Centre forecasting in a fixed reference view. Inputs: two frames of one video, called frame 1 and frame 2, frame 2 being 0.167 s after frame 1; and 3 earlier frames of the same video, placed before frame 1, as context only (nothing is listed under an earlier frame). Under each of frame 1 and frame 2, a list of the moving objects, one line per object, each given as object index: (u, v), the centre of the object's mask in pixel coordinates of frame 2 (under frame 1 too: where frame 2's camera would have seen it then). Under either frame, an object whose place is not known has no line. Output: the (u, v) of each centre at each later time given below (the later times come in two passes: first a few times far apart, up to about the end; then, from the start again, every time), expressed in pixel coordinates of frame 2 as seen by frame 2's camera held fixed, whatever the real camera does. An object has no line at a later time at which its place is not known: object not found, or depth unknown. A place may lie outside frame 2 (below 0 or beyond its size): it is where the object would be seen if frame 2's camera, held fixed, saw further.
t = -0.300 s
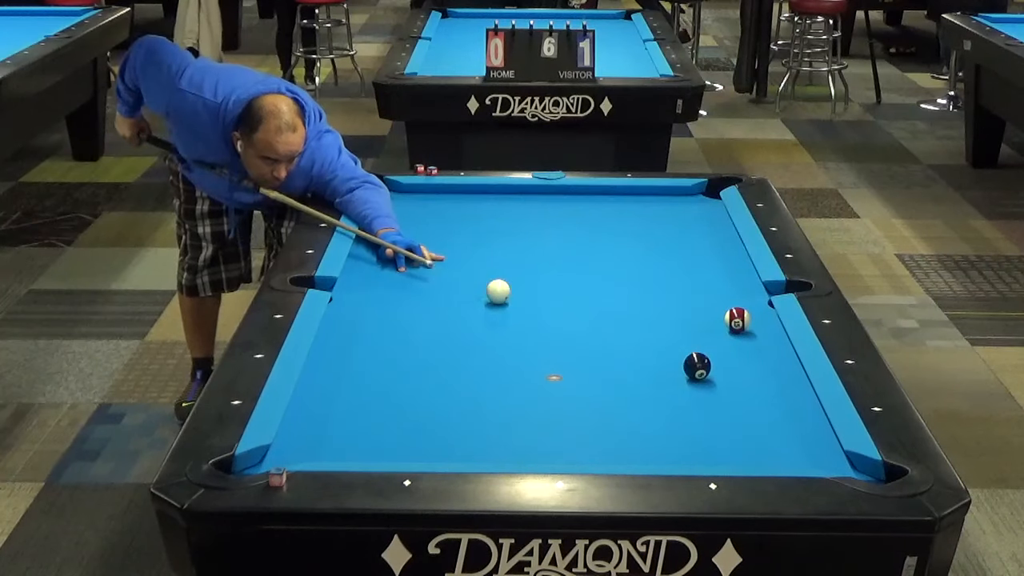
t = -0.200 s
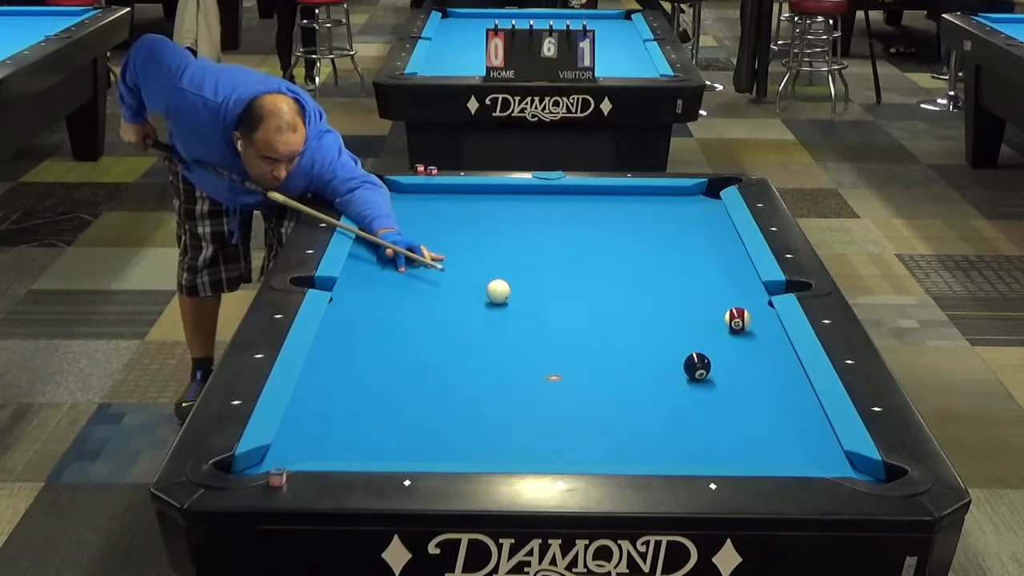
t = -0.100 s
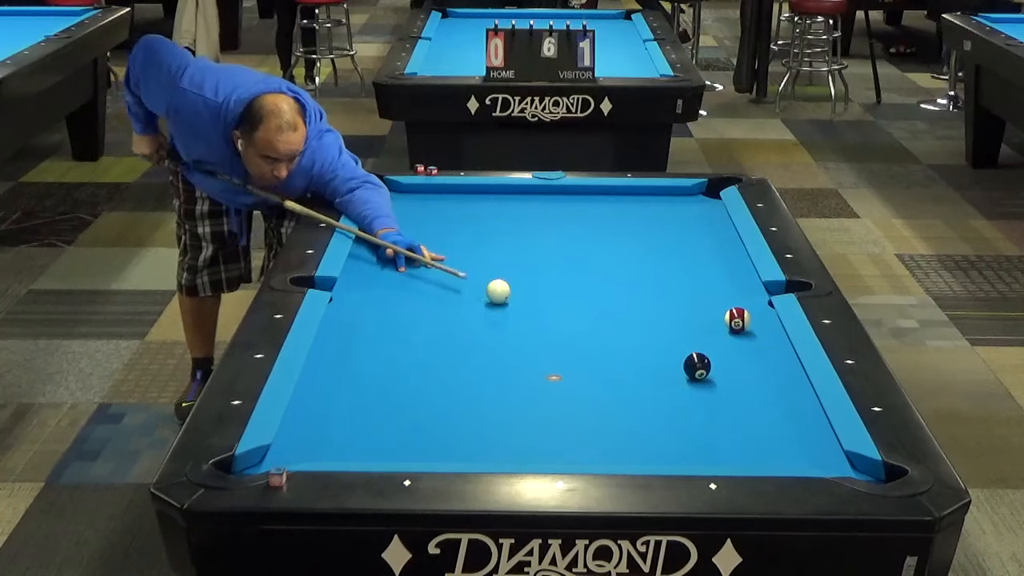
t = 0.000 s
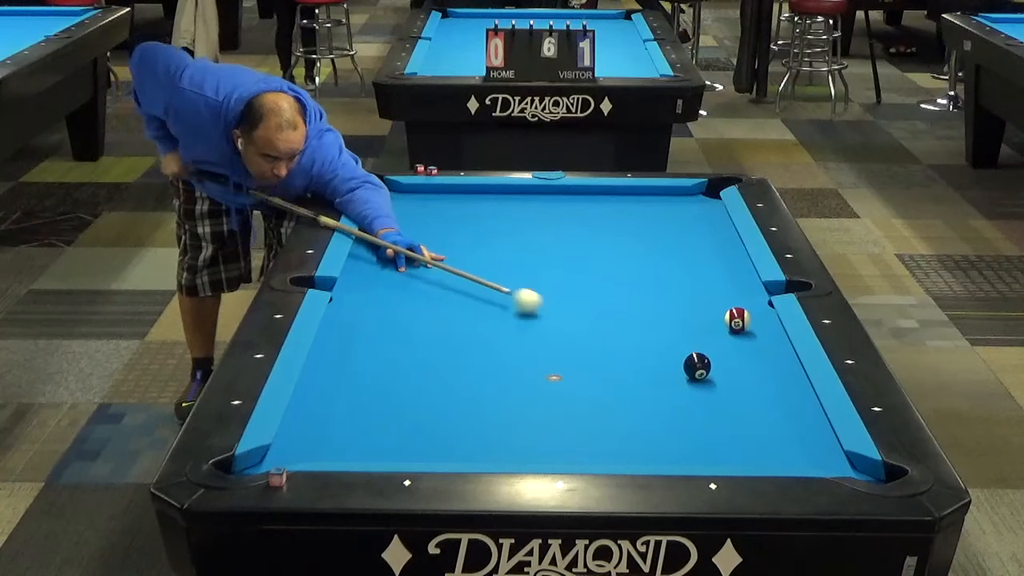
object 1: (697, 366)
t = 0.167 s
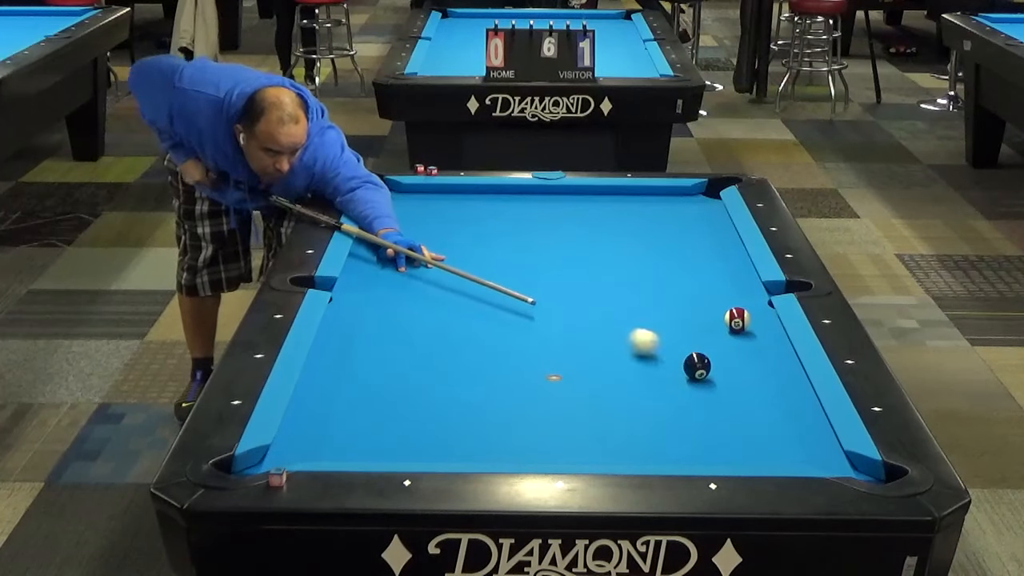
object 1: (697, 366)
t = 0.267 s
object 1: (714, 378)
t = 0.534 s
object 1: (811, 450)
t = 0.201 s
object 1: (697, 366)
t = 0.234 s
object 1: (702, 369)
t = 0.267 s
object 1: (714, 378)
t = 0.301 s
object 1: (728, 388)
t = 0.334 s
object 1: (740, 398)
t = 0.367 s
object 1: (753, 407)
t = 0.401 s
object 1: (765, 416)
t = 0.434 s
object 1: (777, 424)
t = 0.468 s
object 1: (789, 434)
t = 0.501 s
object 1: (800, 441)
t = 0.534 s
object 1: (811, 450)
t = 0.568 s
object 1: (823, 455)
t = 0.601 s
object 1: (835, 462)
